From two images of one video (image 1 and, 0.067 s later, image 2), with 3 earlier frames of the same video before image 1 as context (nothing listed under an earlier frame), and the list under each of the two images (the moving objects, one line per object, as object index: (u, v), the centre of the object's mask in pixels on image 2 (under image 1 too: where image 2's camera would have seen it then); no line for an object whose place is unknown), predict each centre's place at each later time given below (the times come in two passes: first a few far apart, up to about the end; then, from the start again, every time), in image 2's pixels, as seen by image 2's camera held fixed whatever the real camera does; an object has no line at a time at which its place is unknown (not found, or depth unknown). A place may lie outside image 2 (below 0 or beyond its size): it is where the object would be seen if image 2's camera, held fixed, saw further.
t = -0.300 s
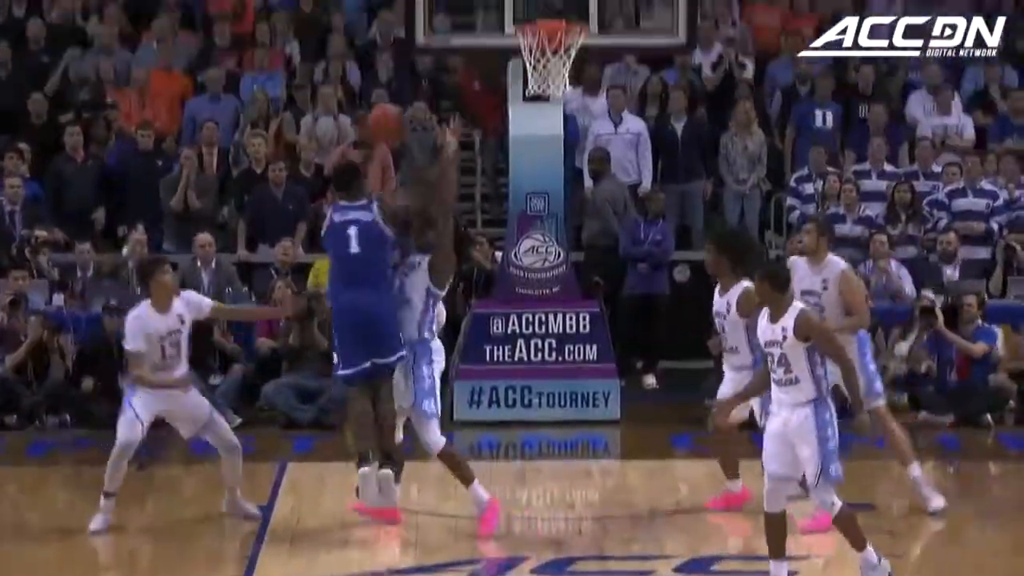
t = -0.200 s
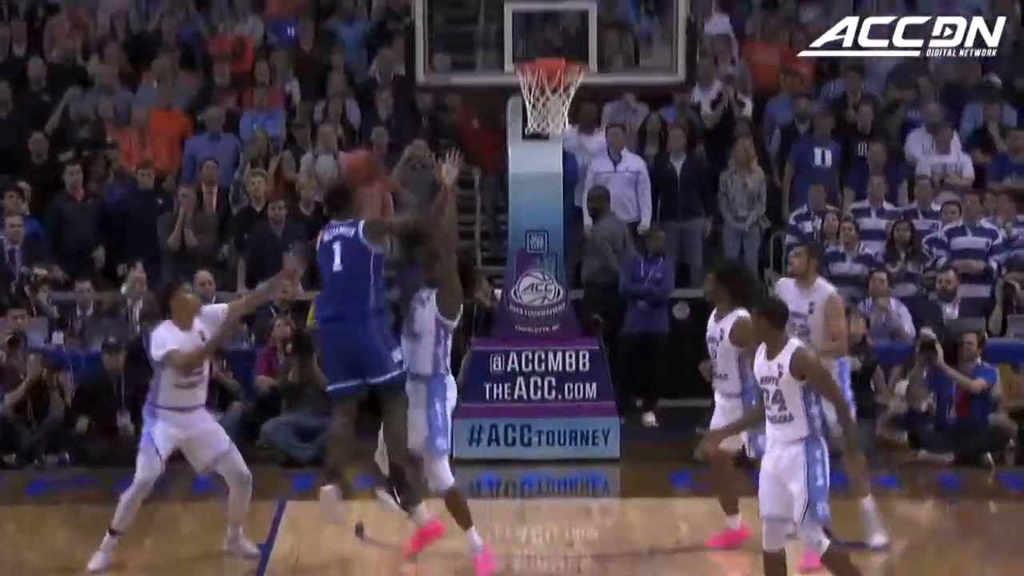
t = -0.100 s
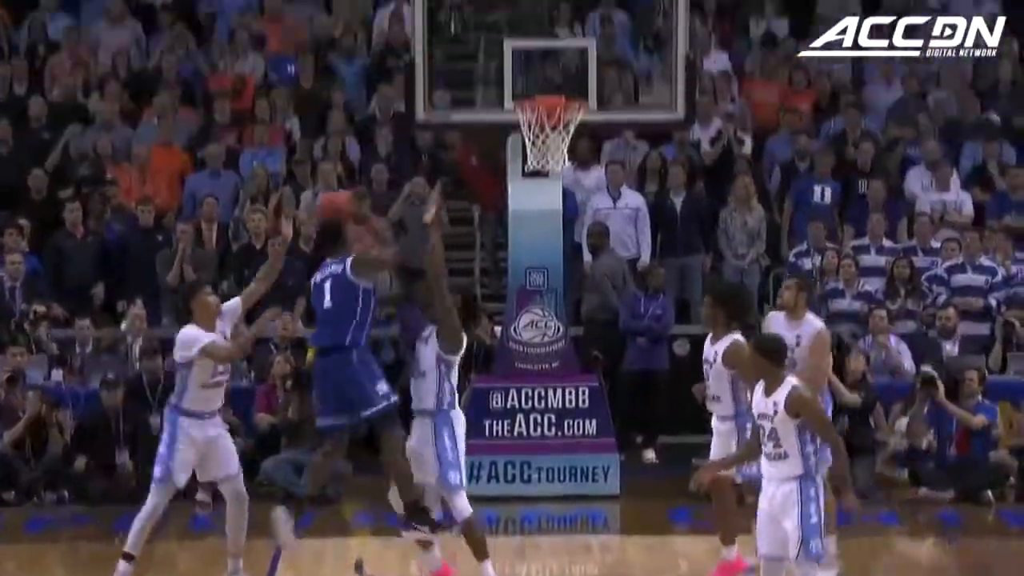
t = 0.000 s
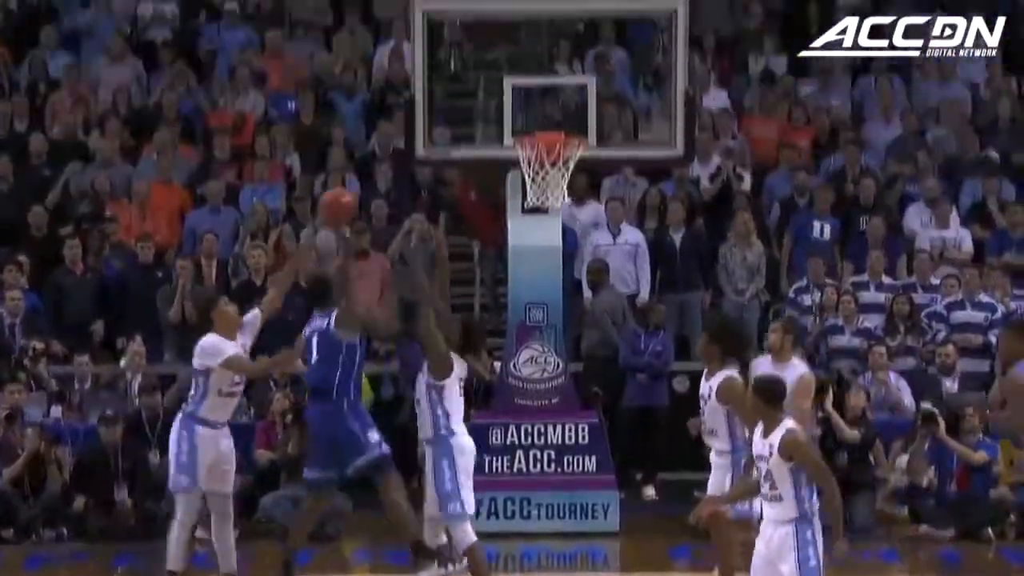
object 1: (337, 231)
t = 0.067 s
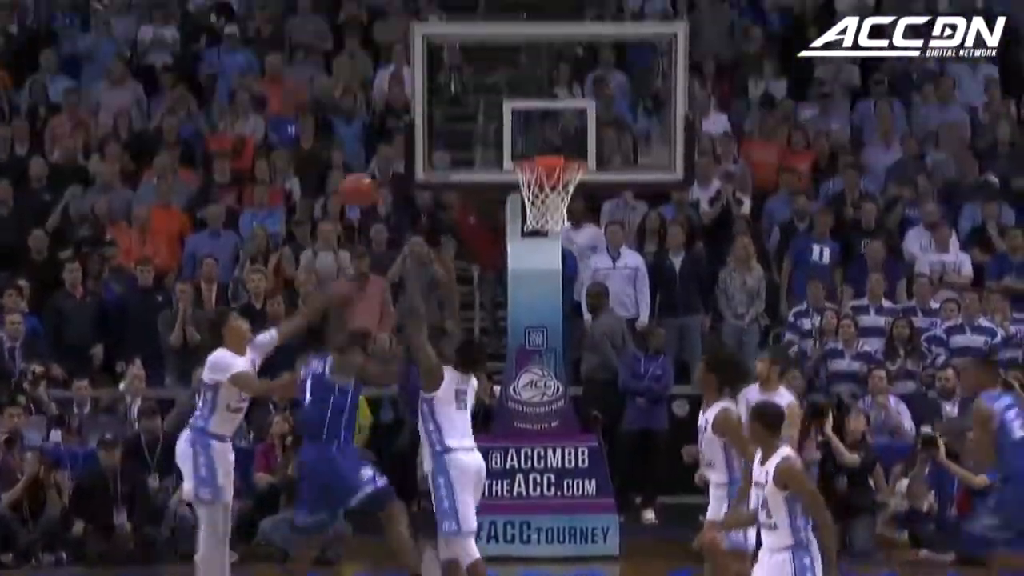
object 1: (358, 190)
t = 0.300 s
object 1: (427, 113)
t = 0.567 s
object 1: (499, 126)
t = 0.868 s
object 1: (538, 133)
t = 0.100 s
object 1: (367, 174)
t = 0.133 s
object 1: (376, 161)
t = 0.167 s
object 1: (387, 146)
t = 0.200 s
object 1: (397, 136)
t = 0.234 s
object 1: (406, 128)
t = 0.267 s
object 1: (416, 120)
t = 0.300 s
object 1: (427, 113)
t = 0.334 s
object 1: (438, 109)
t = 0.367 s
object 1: (445, 107)
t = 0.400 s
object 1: (454, 108)
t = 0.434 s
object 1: (464, 108)
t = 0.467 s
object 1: (473, 109)
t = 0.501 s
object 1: (483, 112)
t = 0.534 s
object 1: (492, 120)
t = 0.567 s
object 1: (499, 126)
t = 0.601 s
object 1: (506, 133)
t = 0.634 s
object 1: (514, 143)
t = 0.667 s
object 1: (517, 143)
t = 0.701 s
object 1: (520, 137)
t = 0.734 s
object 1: (526, 134)
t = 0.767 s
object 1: (528, 132)
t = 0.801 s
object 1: (530, 131)
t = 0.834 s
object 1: (534, 131)
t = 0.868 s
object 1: (538, 133)
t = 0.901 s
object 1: (541, 137)
